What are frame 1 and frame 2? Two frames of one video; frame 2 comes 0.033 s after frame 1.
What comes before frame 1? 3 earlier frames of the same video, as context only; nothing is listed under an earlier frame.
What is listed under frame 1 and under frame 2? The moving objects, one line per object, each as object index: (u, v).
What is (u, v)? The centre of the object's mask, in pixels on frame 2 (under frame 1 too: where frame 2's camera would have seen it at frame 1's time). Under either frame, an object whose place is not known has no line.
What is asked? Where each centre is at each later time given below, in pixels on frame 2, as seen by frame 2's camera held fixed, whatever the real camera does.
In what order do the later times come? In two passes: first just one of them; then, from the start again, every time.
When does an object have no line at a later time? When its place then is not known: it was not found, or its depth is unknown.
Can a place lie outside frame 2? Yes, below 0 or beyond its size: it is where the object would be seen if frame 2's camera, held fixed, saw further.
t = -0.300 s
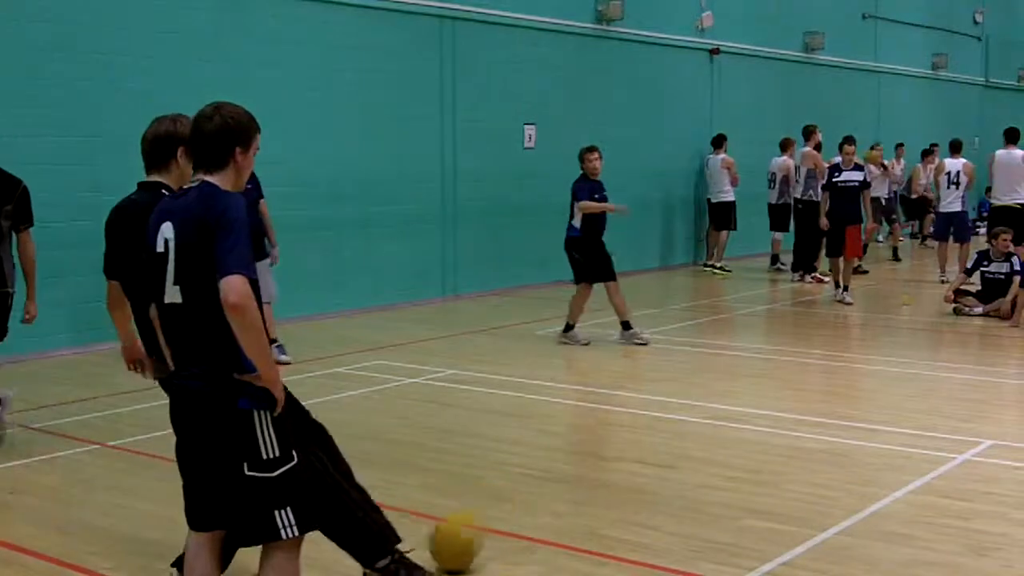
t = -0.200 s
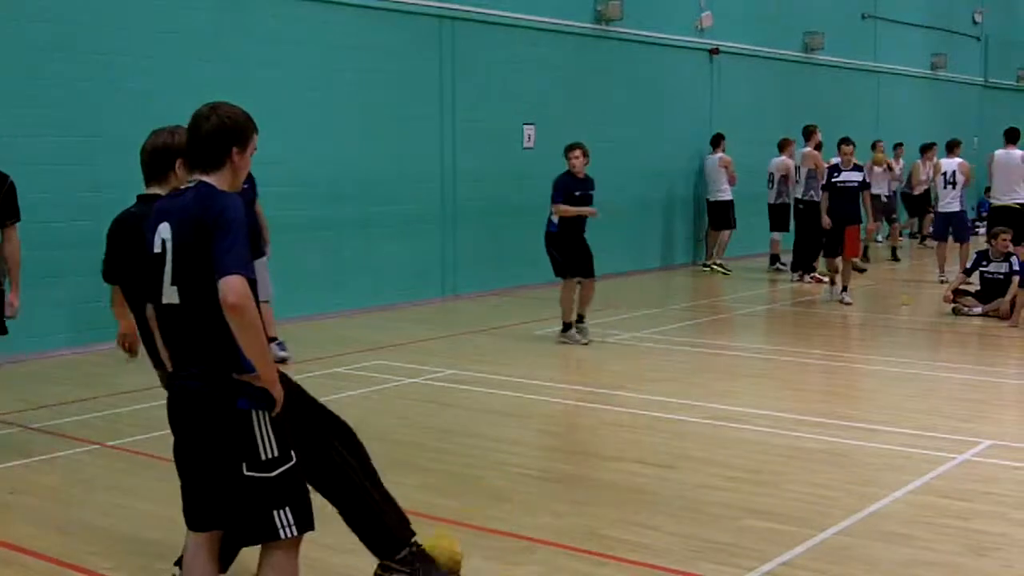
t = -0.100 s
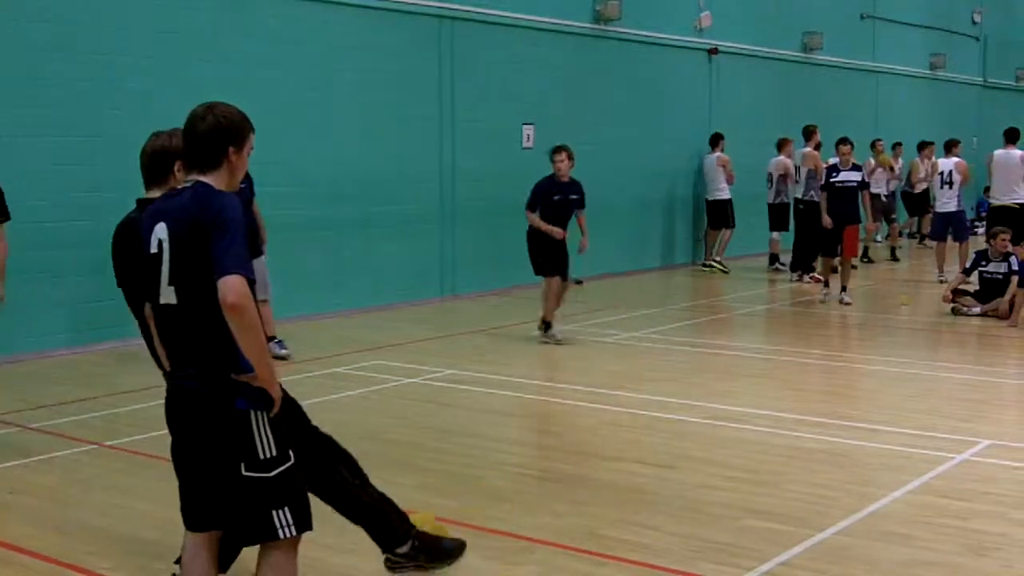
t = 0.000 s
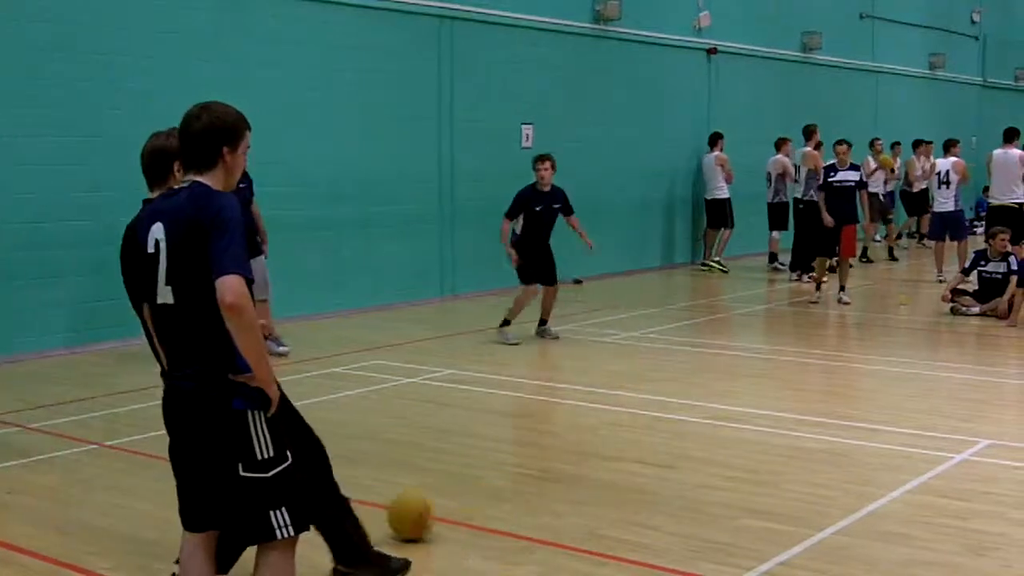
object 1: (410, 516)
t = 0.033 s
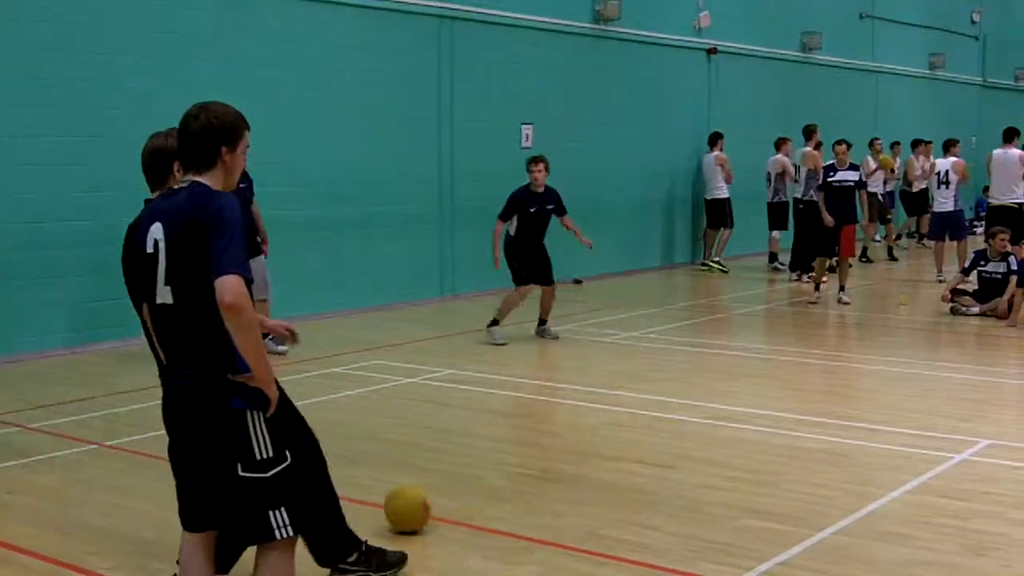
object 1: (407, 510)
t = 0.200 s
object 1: (397, 480)
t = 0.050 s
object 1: (405, 507)
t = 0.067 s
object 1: (403, 501)
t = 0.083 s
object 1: (402, 498)
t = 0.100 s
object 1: (400, 494)
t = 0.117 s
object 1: (399, 493)
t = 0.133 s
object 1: (398, 491)
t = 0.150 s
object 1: (399, 488)
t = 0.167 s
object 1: (397, 485)
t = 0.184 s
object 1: (397, 482)
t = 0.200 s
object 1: (397, 480)
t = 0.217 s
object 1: (395, 479)
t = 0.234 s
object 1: (393, 476)
